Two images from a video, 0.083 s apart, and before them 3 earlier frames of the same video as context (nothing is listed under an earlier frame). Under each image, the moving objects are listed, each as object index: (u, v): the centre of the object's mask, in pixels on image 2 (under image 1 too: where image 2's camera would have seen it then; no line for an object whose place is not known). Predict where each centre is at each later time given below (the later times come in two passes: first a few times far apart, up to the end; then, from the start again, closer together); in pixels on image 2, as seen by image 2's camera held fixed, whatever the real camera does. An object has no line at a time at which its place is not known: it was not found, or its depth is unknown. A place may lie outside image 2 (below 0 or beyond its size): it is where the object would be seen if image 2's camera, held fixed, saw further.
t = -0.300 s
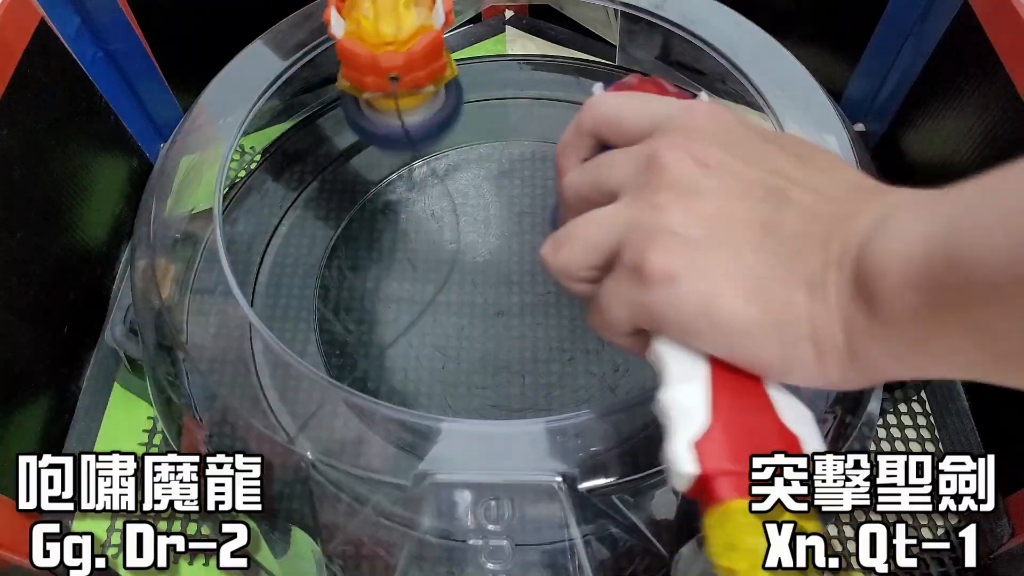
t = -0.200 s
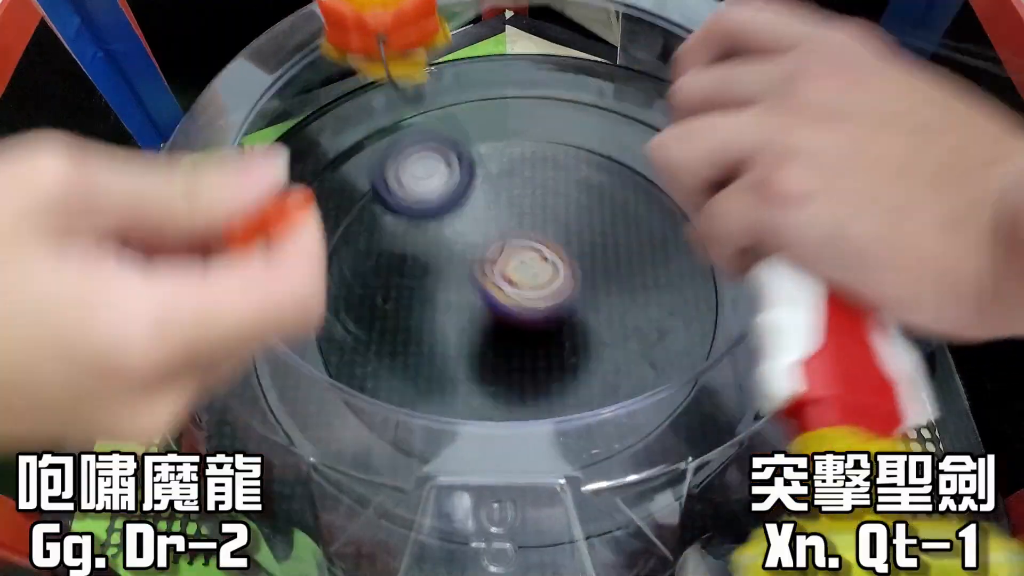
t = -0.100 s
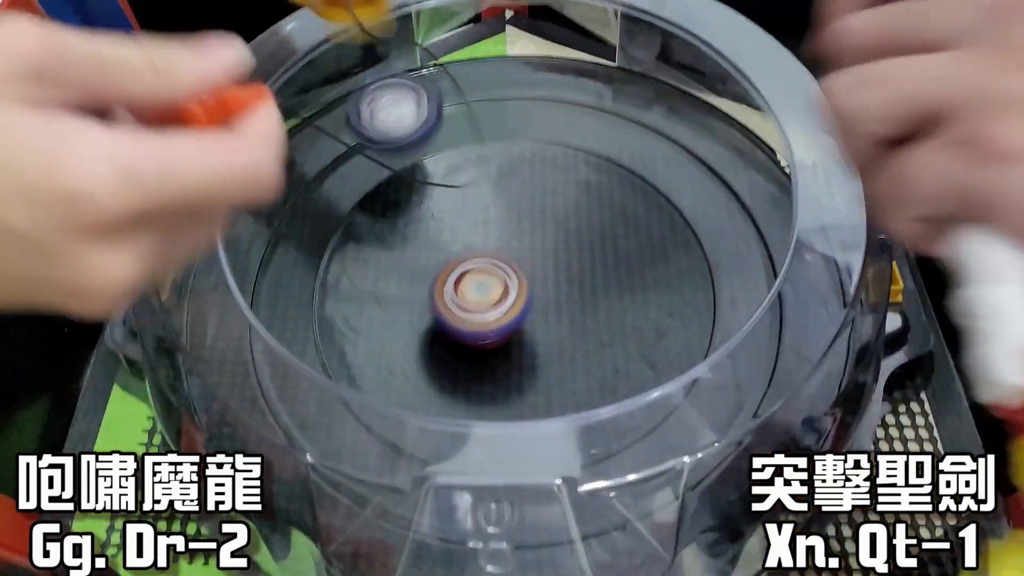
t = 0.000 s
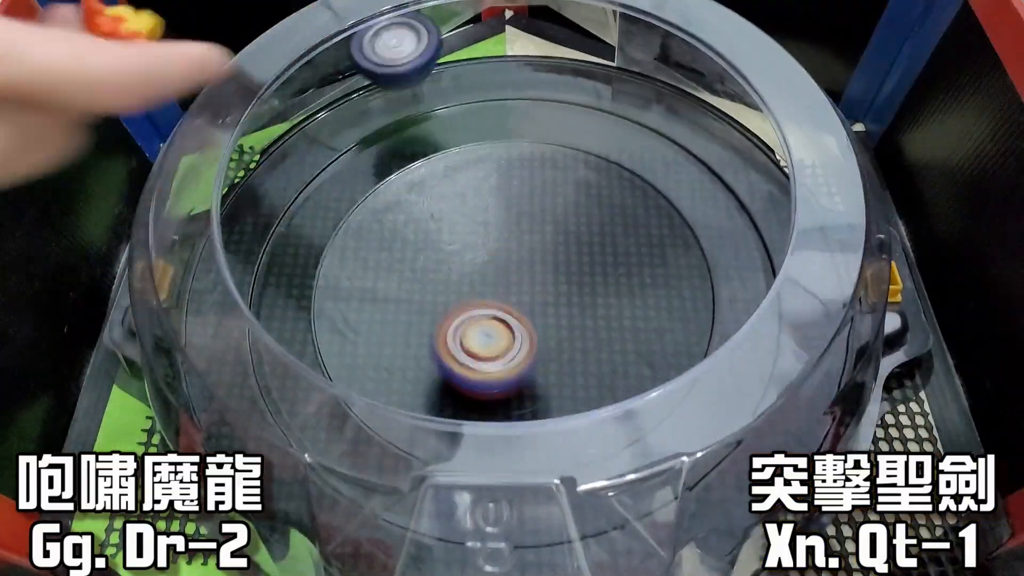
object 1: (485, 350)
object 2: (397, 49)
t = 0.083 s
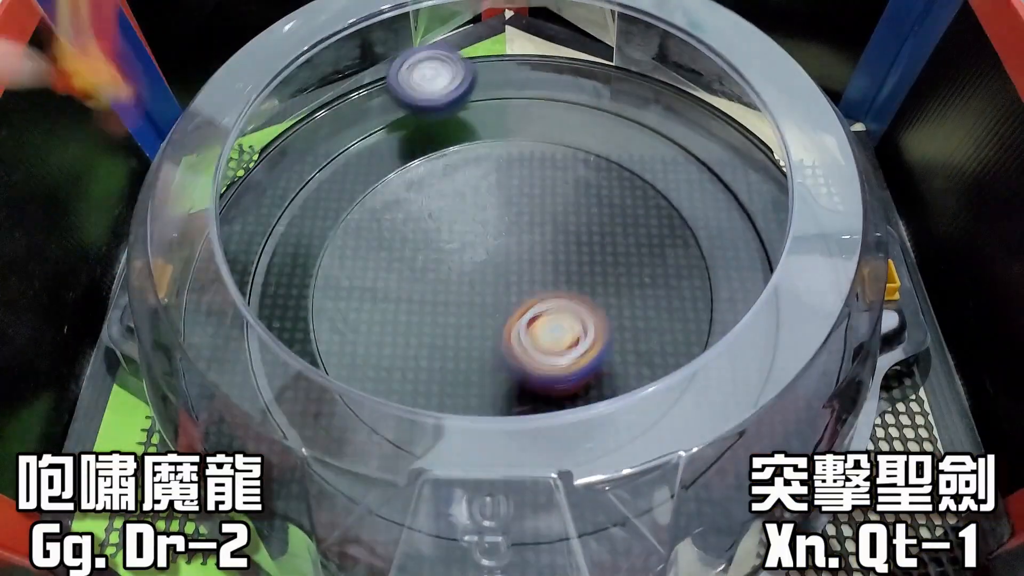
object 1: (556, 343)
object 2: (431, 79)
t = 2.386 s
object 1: (262, 280)
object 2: (499, 299)
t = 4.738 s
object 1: (690, 400)
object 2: (405, 303)
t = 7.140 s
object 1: (545, 24)
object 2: (628, 271)
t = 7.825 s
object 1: (504, 31)
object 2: (478, 176)
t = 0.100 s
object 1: (569, 332)
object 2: (437, 76)
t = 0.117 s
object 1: (582, 322)
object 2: (444, 75)
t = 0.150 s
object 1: (589, 293)
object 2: (458, 82)
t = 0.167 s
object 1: (587, 277)
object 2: (465, 91)
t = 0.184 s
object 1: (582, 261)
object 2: (472, 98)
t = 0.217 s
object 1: (559, 227)
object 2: (484, 96)
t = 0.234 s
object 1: (545, 213)
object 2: (490, 97)
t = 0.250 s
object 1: (527, 199)
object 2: (498, 101)
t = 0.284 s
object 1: (491, 190)
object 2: (508, 97)
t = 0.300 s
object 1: (472, 197)
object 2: (511, 91)
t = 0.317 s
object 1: (450, 206)
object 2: (515, 86)
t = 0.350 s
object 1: (406, 229)
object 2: (522, 82)
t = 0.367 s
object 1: (386, 244)
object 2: (525, 83)
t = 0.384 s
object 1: (366, 263)
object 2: (529, 85)
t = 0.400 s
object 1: (352, 281)
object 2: (532, 85)
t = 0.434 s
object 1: (335, 319)
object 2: (537, 87)
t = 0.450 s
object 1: (336, 334)
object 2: (540, 87)
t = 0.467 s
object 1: (333, 355)
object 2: (542, 88)
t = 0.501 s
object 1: (347, 389)
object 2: (548, 87)
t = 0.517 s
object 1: (354, 407)
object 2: (551, 87)
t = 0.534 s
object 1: (361, 423)
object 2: (554, 87)
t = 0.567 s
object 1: (362, 436)
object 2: (561, 88)
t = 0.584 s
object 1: (362, 442)
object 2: (563, 89)
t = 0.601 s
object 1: (363, 449)
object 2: (565, 90)
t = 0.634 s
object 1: (365, 458)
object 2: (570, 91)
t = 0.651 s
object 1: (366, 462)
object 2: (572, 92)
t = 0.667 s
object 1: (366, 465)
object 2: (575, 93)
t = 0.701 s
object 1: (370, 469)
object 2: (581, 94)
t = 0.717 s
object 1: (372, 471)
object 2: (584, 95)
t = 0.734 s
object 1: (375, 474)
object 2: (586, 96)
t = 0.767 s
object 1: (382, 477)
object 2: (591, 98)
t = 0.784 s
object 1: (386, 478)
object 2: (593, 99)
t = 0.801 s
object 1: (389, 479)
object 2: (596, 101)
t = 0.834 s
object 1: (396, 480)
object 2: (600, 105)
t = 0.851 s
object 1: (399, 479)
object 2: (602, 107)
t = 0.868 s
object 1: (403, 478)
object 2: (605, 109)
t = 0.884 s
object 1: (406, 478)
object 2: (607, 111)
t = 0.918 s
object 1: (413, 476)
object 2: (610, 117)
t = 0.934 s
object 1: (416, 475)
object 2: (612, 120)
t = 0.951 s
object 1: (419, 473)
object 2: (613, 123)
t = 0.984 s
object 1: (427, 466)
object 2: (616, 129)
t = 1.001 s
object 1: (431, 461)
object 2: (617, 132)
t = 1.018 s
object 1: (434, 458)
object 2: (618, 136)
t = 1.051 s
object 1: (441, 449)
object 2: (622, 145)
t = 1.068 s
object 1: (445, 446)
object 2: (625, 149)
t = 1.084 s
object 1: (449, 438)
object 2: (627, 154)
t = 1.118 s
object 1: (470, 423)
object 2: (632, 166)
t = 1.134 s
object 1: (485, 417)
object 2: (634, 173)
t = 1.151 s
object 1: (504, 400)
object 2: (635, 182)
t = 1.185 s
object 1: (539, 375)
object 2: (636, 198)
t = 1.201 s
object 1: (559, 363)
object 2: (635, 208)
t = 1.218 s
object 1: (576, 349)
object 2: (635, 219)
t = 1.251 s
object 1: (580, 321)
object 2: (638, 224)
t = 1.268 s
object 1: (562, 325)
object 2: (661, 199)
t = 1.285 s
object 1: (544, 328)
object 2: (677, 174)
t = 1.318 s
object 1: (516, 333)
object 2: (714, 134)
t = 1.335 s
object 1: (504, 336)
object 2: (724, 122)
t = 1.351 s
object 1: (494, 341)
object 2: (719, 119)
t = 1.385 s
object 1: (478, 356)
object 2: (695, 126)
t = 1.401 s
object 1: (473, 362)
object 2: (683, 133)
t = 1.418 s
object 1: (470, 367)
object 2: (672, 136)
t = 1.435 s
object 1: (468, 373)
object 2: (661, 137)
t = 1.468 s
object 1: (466, 383)
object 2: (639, 140)
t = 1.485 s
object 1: (467, 387)
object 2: (629, 141)
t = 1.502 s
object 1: (464, 414)
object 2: (619, 144)
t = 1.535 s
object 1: (475, 430)
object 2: (598, 151)
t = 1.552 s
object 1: (481, 431)
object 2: (588, 156)
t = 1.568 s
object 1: (483, 434)
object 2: (580, 160)
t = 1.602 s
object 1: (480, 439)
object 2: (563, 167)
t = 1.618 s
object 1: (472, 440)
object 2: (556, 172)
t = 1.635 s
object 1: (460, 441)
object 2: (549, 178)
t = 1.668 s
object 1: (428, 446)
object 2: (538, 191)
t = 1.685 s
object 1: (408, 448)
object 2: (533, 199)
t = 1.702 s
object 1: (386, 449)
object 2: (529, 206)
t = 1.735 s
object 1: (348, 449)
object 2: (520, 220)
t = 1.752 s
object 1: (334, 444)
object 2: (517, 226)
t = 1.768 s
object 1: (325, 436)
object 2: (513, 233)
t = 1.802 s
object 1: (318, 425)
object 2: (504, 244)
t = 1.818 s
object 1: (314, 418)
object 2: (499, 250)
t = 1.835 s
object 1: (311, 413)
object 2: (495, 253)
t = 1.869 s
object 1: (298, 407)
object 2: (488, 260)
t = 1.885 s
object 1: (297, 403)
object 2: (485, 262)
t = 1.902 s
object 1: (298, 401)
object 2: (483, 265)
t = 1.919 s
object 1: (294, 397)
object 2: (481, 268)
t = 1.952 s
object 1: (291, 396)
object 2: (479, 273)
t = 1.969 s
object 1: (292, 395)
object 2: (478, 275)
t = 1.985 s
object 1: (292, 395)
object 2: (477, 278)
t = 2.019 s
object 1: (292, 394)
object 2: (477, 281)
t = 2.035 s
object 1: (292, 394)
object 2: (478, 282)
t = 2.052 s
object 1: (292, 393)
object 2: (479, 283)
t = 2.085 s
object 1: (288, 390)
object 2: (480, 284)
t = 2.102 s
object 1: (289, 390)
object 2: (481, 285)
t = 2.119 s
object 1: (288, 389)
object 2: (483, 286)
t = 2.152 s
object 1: (280, 381)
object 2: (485, 287)
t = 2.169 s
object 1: (278, 376)
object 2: (486, 288)
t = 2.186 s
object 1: (278, 362)
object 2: (488, 289)
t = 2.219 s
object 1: (272, 350)
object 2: (490, 291)
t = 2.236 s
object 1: (269, 344)
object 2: (491, 293)
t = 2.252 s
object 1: (267, 338)
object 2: (491, 294)
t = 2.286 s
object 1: (265, 323)
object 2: (493, 296)
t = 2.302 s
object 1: (263, 314)
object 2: (494, 296)
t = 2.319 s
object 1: (262, 307)
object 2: (495, 297)
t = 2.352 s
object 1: (263, 294)
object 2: (498, 298)
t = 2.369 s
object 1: (262, 287)
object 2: (499, 299)
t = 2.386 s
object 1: (262, 280)
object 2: (499, 299)
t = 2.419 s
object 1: (265, 268)
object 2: (499, 302)
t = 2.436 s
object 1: (265, 261)
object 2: (499, 302)
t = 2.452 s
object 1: (267, 255)
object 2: (498, 303)
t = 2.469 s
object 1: (269, 250)
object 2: (498, 304)
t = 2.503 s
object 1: (274, 238)
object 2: (496, 304)
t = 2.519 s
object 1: (275, 233)
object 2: (495, 304)
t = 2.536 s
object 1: (276, 227)
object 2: (494, 304)
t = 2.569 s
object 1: (278, 216)
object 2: (490, 304)
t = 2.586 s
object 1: (281, 210)
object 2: (488, 304)
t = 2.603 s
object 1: (284, 204)
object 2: (485, 303)
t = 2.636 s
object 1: (291, 193)
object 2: (480, 300)
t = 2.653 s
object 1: (294, 187)
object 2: (479, 298)
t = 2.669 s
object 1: (298, 182)
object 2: (478, 295)
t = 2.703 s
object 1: (307, 171)
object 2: (478, 289)
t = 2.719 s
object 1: (311, 167)
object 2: (478, 285)
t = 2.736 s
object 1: (316, 163)
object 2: (478, 281)
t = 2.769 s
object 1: (325, 153)
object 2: (480, 274)
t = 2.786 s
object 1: (330, 149)
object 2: (481, 269)
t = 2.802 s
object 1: (335, 145)
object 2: (482, 266)
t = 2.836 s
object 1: (346, 135)
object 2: (485, 257)
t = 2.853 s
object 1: (351, 132)
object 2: (487, 253)
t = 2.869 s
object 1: (357, 128)
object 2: (489, 248)
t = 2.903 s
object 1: (370, 119)
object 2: (496, 243)
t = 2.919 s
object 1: (374, 118)
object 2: (499, 240)
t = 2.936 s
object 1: (379, 116)
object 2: (503, 237)
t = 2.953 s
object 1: (384, 112)
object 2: (507, 235)
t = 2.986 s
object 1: (396, 104)
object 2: (515, 229)
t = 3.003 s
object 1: (403, 102)
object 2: (519, 227)
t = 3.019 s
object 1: (409, 99)
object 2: (522, 225)
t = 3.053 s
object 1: (423, 95)
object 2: (530, 223)
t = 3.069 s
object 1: (429, 93)
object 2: (533, 222)
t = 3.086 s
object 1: (436, 90)
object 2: (536, 221)
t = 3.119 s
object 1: (451, 86)
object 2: (543, 220)
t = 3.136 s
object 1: (457, 85)
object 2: (546, 220)
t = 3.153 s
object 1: (463, 85)
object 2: (549, 221)
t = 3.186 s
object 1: (478, 81)
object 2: (556, 223)
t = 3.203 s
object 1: (484, 80)
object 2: (559, 225)
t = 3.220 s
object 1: (489, 80)
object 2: (561, 227)
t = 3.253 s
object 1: (499, 81)
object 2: (564, 234)
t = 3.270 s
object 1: (506, 81)
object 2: (565, 237)
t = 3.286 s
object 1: (515, 80)
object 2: (567, 241)
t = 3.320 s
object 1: (530, 77)
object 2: (569, 249)
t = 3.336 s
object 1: (536, 78)
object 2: (571, 253)
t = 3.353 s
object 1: (541, 80)
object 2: (572, 257)
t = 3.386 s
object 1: (552, 81)
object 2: (573, 268)
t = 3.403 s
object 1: (559, 81)
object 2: (572, 274)
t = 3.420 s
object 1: (566, 80)
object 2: (571, 280)
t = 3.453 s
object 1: (576, 83)
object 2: (569, 291)
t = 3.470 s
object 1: (581, 84)
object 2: (566, 298)
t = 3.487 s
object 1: (587, 85)
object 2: (563, 304)
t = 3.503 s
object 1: (594, 85)
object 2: (557, 309)
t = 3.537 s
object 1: (606, 89)
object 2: (547, 318)
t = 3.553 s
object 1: (611, 91)
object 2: (541, 321)
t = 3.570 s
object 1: (617, 92)
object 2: (533, 324)
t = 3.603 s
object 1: (629, 97)
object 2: (516, 328)
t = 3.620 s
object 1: (635, 99)
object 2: (507, 328)
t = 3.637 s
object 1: (640, 101)
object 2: (498, 328)
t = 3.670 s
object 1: (652, 106)
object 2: (483, 324)
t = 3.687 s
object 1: (657, 109)
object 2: (476, 321)
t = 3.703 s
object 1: (662, 113)
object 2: (468, 318)
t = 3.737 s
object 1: (672, 119)
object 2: (454, 309)
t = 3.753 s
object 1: (677, 122)
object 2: (449, 304)
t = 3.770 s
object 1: (682, 127)
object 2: (444, 299)
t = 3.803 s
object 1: (692, 132)
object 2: (437, 287)
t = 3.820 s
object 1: (697, 137)
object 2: (435, 280)
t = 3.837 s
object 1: (701, 141)
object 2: (434, 273)
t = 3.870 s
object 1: (710, 148)
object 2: (435, 259)
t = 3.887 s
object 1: (714, 152)
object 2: (436, 252)
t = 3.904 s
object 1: (718, 157)
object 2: (438, 246)
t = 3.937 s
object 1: (725, 164)
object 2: (444, 232)
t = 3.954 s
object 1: (729, 168)
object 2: (449, 226)
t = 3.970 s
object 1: (732, 173)
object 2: (454, 221)
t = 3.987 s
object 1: (735, 176)
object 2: (459, 216)
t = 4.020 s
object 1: (740, 186)
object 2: (472, 206)
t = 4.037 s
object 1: (743, 192)
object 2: (479, 203)
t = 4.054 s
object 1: (745, 196)
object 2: (486, 200)
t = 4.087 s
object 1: (749, 206)
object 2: (502, 196)
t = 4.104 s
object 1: (751, 210)
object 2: (510, 194)
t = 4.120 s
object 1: (751, 213)
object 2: (519, 194)
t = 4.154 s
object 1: (752, 224)
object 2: (535, 195)
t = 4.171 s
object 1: (753, 228)
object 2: (542, 197)
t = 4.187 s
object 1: (752, 232)
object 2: (550, 199)
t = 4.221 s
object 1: (752, 243)
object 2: (566, 207)
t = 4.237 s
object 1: (761, 246)
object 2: (573, 212)
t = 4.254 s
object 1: (763, 250)
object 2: (579, 218)
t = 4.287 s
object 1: (764, 261)
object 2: (589, 231)
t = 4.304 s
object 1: (765, 265)
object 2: (592, 238)
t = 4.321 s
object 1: (763, 270)
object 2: (594, 247)
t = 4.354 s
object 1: (762, 281)
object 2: (596, 264)
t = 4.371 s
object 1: (764, 285)
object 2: (597, 274)
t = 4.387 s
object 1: (760, 290)
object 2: (595, 284)
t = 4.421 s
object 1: (757, 301)
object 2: (585, 303)
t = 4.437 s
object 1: (755, 303)
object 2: (578, 310)
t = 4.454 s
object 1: (755, 312)
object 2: (571, 319)
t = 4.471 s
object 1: (754, 316)
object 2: (560, 328)
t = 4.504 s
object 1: (749, 326)
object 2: (539, 342)
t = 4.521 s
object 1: (745, 331)
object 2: (528, 345)
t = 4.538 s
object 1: (743, 337)
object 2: (516, 350)
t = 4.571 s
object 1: (735, 347)
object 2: (492, 354)
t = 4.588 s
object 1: (732, 353)
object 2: (479, 354)
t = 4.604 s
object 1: (729, 357)
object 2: (468, 351)
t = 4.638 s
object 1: (720, 367)
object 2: (448, 343)
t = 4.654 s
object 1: (715, 372)
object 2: (439, 339)
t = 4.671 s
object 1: (710, 378)
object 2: (429, 333)
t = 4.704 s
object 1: (701, 390)
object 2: (415, 318)
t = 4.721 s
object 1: (695, 393)
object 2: (411, 311)
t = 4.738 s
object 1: (690, 400)
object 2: (405, 303)
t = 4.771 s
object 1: (682, 409)
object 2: (399, 286)
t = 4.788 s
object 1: (675, 412)
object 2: (397, 277)
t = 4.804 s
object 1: (668, 419)
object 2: (396, 268)
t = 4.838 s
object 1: (653, 424)
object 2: (398, 250)
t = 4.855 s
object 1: (644, 430)
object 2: (402, 241)
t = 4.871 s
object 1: (636, 436)
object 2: (407, 233)
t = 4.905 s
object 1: (623, 443)
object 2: (419, 218)
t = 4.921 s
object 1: (615, 450)
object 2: (428, 212)
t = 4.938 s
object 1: (611, 449)
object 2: (437, 205)
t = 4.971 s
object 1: (592, 459)
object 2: (456, 194)
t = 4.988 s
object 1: (585, 461)
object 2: (468, 190)
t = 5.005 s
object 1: (576, 465)
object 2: (480, 187)
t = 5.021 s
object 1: (567, 468)
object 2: (492, 184)
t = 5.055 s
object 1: (552, 471)
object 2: (516, 183)
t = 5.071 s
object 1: (543, 475)
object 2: (529, 184)
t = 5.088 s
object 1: (535, 477)
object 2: (540, 185)
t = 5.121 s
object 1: (518, 480)
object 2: (562, 192)
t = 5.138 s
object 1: (511, 483)
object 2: (575, 197)
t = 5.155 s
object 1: (503, 480)
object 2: (585, 203)
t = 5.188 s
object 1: (485, 491)
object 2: (600, 216)
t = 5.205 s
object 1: (477, 490)
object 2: (609, 225)
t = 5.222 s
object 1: (469, 491)
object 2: (614, 234)
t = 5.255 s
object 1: (450, 489)
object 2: (623, 253)
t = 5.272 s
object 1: (441, 489)
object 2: (625, 264)
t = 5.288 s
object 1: (435, 491)
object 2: (627, 276)
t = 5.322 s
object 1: (430, 486)
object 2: (625, 297)
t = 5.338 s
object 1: (429, 485)
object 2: (622, 307)
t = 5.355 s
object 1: (425, 482)
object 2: (617, 317)
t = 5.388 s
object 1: (412, 479)
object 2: (602, 340)
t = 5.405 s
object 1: (405, 473)
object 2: (592, 347)
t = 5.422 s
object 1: (397, 469)
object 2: (581, 354)
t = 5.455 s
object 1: (383, 463)
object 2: (556, 365)
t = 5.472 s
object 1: (376, 459)
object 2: (540, 368)
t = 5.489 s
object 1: (372, 457)
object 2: (527, 371)
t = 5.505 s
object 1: (364, 452)
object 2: (511, 372)
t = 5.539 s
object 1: (355, 444)
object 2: (481, 371)
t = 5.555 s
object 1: (349, 439)
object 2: (468, 370)
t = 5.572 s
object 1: (342, 433)
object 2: (454, 365)
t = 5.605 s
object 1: (331, 422)
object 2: (428, 355)
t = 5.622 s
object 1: (325, 418)
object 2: (418, 349)
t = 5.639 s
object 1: (322, 412)
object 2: (407, 339)
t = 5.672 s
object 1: (312, 404)
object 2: (391, 320)
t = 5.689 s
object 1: (307, 400)
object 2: (387, 308)
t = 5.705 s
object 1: (302, 395)
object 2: (384, 295)
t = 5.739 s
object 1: (294, 388)
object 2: (381, 271)
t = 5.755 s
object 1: (291, 372)
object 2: (382, 259)
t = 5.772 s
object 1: (288, 368)
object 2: (386, 247)
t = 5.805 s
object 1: (279, 357)
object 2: (399, 223)
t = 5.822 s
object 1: (278, 353)
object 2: (406, 215)
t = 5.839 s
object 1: (274, 345)
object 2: (414, 205)
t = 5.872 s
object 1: (270, 333)
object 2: (436, 188)
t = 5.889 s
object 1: (266, 324)
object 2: (448, 181)
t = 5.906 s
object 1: (265, 322)
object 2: (461, 175)
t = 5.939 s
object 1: (261, 307)
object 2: (488, 167)
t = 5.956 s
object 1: (262, 304)
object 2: (503, 164)
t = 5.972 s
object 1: (262, 299)
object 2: (517, 163)
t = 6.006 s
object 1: (262, 289)
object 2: (545, 164)
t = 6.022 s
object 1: (262, 282)
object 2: (559, 167)
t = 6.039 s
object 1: (263, 278)
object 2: (572, 171)
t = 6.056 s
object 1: (263, 271)
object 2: (586, 175)
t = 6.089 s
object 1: (266, 260)
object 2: (610, 189)
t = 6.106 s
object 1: (267, 253)
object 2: (618, 197)
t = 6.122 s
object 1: (270, 248)
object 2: (628, 206)
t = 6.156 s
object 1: (274, 236)
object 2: (642, 227)
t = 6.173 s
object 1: (275, 232)
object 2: (648, 237)
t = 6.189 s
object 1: (275, 226)
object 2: (653, 249)
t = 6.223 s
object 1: (278, 216)
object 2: (656, 275)
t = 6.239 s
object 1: (281, 209)
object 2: (654, 288)
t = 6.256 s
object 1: (283, 206)
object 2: (652, 302)
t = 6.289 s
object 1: (291, 194)
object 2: (641, 328)
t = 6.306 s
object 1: (294, 188)
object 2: (631, 337)
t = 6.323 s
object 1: (298, 182)
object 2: (619, 348)
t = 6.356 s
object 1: (305, 175)
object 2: (592, 362)
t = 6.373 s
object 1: (309, 171)
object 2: (578, 368)
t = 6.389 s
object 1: (313, 166)
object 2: (560, 373)
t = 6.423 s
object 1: (321, 157)
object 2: (526, 379)
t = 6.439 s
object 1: (326, 153)
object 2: (511, 380)
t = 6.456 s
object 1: (330, 149)
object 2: (492, 380)
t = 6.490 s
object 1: (340, 139)
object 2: (458, 376)
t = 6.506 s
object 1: (345, 136)
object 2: (441, 371)
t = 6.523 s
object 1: (350, 132)
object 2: (427, 366)
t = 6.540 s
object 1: (355, 130)
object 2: (411, 358)
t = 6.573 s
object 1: (366, 121)
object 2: (390, 343)
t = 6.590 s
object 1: (372, 119)
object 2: (377, 332)
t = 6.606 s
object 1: (377, 114)
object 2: (370, 320)
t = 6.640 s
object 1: (388, 108)
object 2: (361, 294)
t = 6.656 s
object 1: (394, 105)
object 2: (358, 278)
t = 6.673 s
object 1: (399, 103)
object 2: (359, 265)
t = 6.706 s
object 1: (412, 98)
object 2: (363, 237)
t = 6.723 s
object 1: (418, 95)
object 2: (369, 224)
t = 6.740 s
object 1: (423, 95)
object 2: (376, 211)
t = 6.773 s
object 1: (436, 91)
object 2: (393, 186)
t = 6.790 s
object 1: (442, 89)
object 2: (403, 178)
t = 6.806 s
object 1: (448, 87)
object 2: (415, 168)
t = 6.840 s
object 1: (461, 77)
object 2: (440, 161)
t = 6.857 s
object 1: (466, 70)
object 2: (453, 160)
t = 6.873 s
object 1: (472, 65)
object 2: (464, 162)
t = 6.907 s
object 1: (482, 55)
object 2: (490, 163)
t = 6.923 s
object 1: (488, 50)
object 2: (502, 165)
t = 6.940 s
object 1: (495, 43)
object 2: (514, 167)
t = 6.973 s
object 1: (508, 35)
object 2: (541, 176)
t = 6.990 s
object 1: (512, 34)
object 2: (553, 180)
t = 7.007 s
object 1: (514, 33)
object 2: (565, 186)
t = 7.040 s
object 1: (521, 29)
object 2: (587, 204)
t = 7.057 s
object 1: (526, 27)
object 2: (596, 213)
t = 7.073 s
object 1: (531, 26)
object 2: (606, 223)
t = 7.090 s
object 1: (536, 26)
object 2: (612, 233)
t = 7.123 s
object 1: (549, 24)
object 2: (625, 259)
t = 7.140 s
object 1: (545, 24)
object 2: (628, 271)
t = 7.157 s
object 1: (539, 23)
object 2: (630, 283)
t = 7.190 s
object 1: (525, 21)
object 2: (628, 307)
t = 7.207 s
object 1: (519, 24)
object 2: (626, 319)
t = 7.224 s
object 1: (510, 28)
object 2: (621, 333)
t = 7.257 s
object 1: (507, 31)
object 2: (605, 352)
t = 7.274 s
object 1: (508, 29)
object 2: (595, 361)
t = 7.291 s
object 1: (508, 29)
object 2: (583, 367)
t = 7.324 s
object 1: (509, 30)
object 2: (558, 379)
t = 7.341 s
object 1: (509, 32)
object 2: (542, 382)
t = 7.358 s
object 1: (509, 30)
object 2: (528, 384)
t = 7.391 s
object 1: (508, 30)
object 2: (498, 385)
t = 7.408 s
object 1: (506, 29)
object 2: (485, 384)
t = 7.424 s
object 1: (505, 29)
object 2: (473, 384)
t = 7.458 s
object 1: (502, 30)
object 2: (444, 380)
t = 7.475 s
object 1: (504, 29)
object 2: (431, 377)
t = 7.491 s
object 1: (506, 30)
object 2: (418, 372)
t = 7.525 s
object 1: (505, 30)
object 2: (398, 357)
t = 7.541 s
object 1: (507, 30)
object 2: (388, 349)
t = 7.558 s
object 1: (507, 31)
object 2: (380, 339)
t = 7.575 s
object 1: (506, 31)
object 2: (374, 330)
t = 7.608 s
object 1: (508, 29)
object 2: (368, 306)
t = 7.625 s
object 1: (507, 30)
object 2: (366, 294)
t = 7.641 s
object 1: (507, 29)
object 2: (368, 280)
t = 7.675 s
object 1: (508, 30)
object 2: (375, 255)
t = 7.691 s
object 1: (506, 30)
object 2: (381, 243)
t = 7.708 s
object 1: (506, 30)
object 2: (391, 231)
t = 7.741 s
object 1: (507, 30)
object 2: (409, 212)
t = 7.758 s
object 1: (506, 30)
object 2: (421, 202)
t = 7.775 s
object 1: (505, 30)
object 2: (433, 193)
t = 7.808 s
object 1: (505, 30)
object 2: (462, 181)
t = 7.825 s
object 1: (504, 31)
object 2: (478, 176)
